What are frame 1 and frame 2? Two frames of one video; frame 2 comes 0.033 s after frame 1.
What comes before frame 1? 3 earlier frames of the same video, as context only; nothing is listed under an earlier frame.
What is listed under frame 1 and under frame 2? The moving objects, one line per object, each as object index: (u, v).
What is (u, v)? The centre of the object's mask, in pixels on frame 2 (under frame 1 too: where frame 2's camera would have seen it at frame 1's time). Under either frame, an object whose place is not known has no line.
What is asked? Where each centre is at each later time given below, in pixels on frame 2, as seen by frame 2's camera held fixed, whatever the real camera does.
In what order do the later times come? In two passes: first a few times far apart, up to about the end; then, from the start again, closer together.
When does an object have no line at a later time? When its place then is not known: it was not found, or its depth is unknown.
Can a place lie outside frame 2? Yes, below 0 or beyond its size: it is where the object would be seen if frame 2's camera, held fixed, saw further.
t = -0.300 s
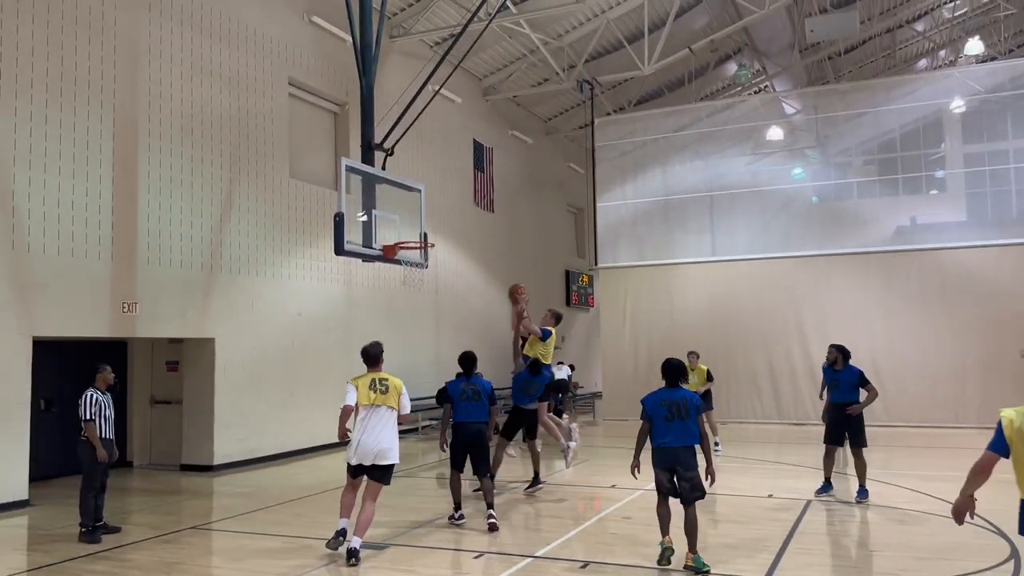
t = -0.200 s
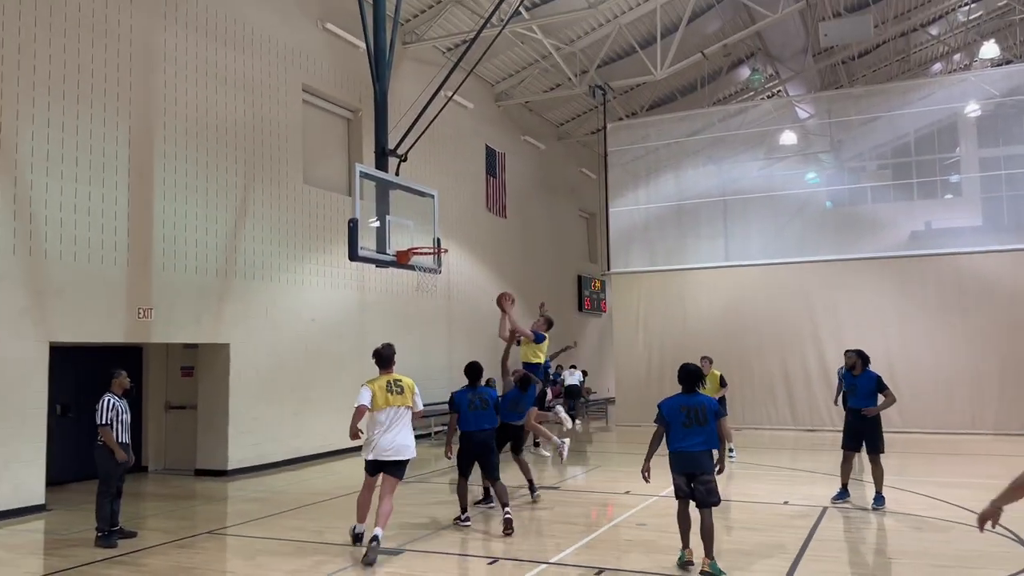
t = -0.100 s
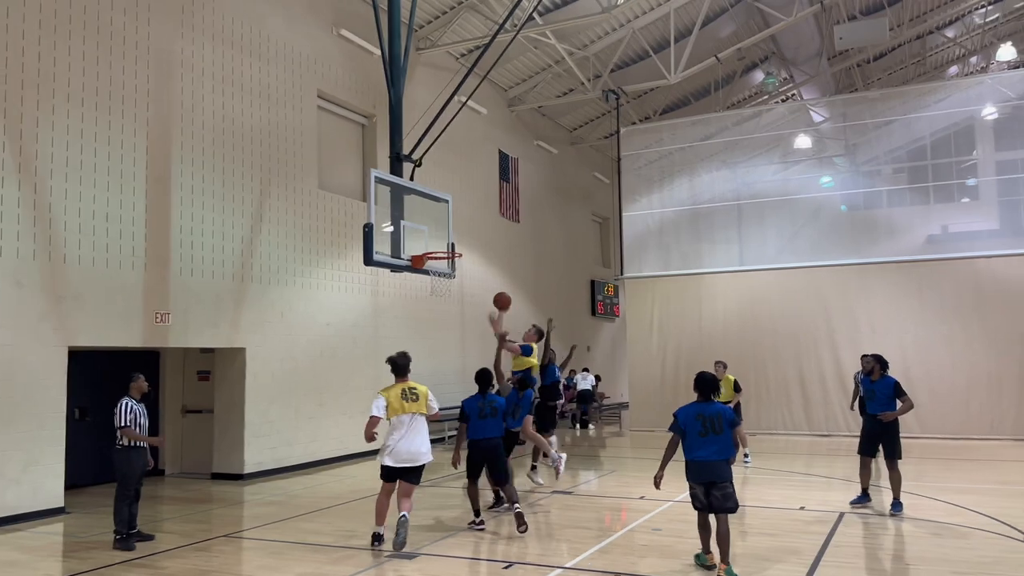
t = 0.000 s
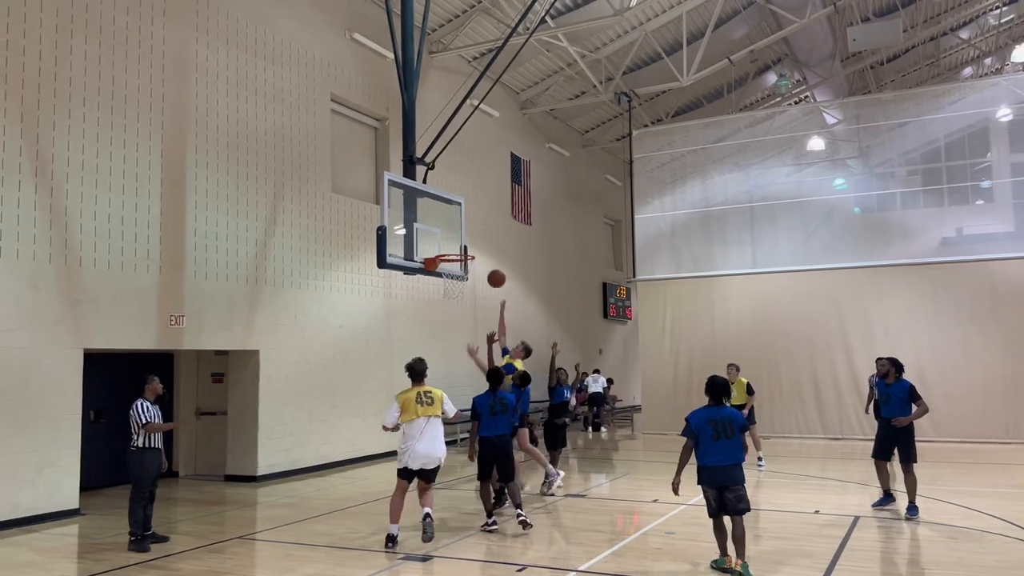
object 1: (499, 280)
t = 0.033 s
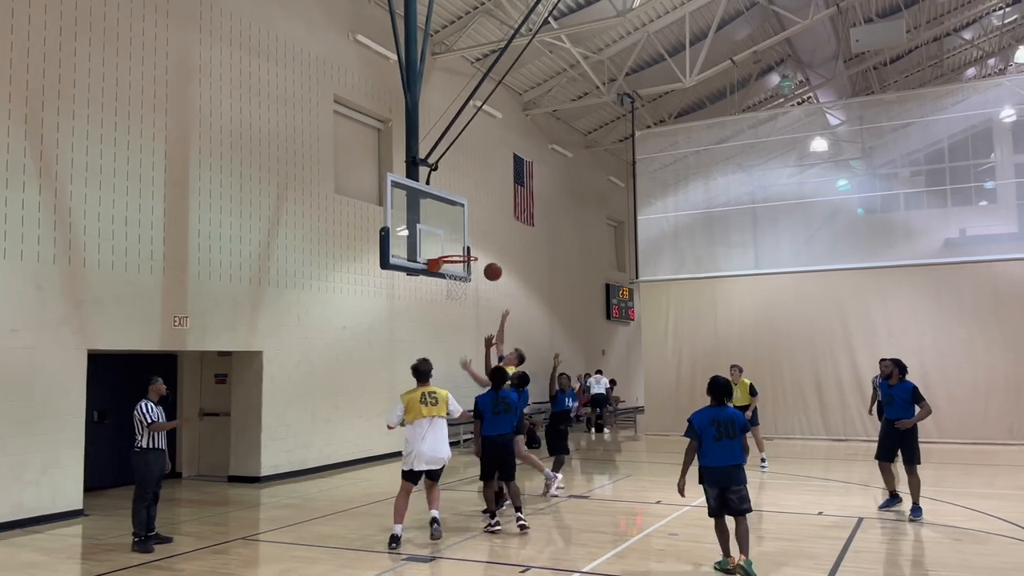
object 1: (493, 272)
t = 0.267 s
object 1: (448, 238)
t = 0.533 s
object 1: (457, 250)
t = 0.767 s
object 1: (465, 246)
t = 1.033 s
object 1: (460, 249)
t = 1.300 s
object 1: (458, 261)
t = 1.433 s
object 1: (463, 274)
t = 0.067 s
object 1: (486, 265)
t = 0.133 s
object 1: (473, 252)
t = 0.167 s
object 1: (466, 248)
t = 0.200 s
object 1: (459, 244)
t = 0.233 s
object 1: (453, 240)
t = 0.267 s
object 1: (448, 238)
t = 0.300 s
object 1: (449, 237)
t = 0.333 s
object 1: (450, 236)
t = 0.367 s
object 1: (451, 237)
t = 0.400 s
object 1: (452, 238)
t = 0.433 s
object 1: (453, 240)
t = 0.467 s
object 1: (454, 243)
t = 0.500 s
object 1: (455, 247)
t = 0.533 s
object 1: (457, 250)
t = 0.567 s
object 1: (461, 250)
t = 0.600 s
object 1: (464, 250)
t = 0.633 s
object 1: (466, 251)
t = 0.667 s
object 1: (469, 252)
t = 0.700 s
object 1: (467, 249)
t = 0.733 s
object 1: (466, 246)
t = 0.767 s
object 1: (465, 246)
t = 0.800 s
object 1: (464, 245)
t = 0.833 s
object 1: (463, 246)
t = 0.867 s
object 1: (462, 247)
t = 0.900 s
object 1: (461, 249)
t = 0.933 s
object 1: (460, 251)
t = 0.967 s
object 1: (460, 249)
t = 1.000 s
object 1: (460, 248)
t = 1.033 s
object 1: (460, 249)
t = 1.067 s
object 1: (460, 249)
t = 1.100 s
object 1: (459, 250)
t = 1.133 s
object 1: (459, 252)
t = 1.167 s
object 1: (458, 253)
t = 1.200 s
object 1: (458, 254)
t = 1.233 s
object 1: (458, 255)
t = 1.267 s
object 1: (458, 258)
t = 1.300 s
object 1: (458, 261)
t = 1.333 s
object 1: (458, 264)
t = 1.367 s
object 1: (458, 269)
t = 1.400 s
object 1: (460, 270)
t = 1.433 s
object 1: (463, 274)
